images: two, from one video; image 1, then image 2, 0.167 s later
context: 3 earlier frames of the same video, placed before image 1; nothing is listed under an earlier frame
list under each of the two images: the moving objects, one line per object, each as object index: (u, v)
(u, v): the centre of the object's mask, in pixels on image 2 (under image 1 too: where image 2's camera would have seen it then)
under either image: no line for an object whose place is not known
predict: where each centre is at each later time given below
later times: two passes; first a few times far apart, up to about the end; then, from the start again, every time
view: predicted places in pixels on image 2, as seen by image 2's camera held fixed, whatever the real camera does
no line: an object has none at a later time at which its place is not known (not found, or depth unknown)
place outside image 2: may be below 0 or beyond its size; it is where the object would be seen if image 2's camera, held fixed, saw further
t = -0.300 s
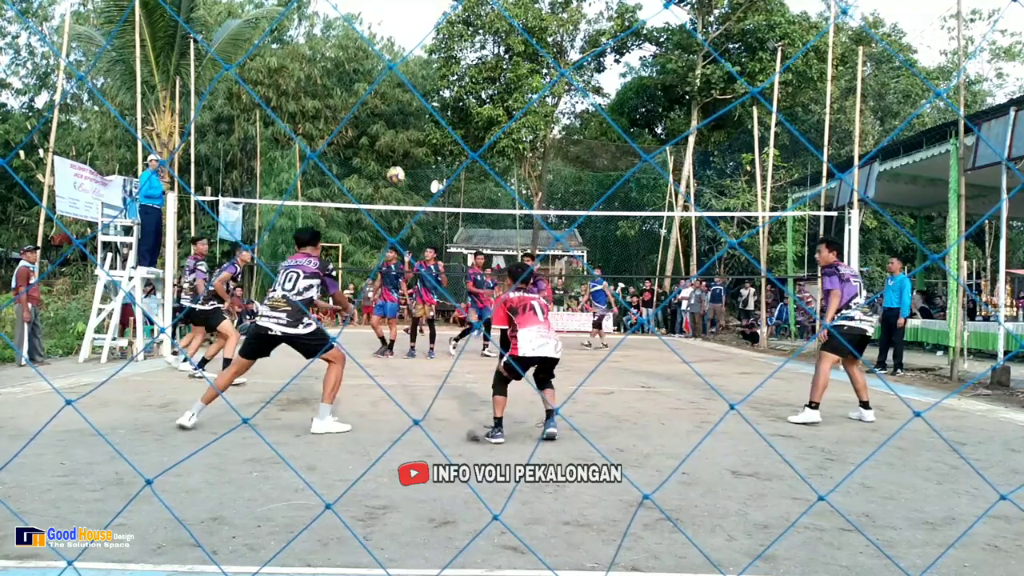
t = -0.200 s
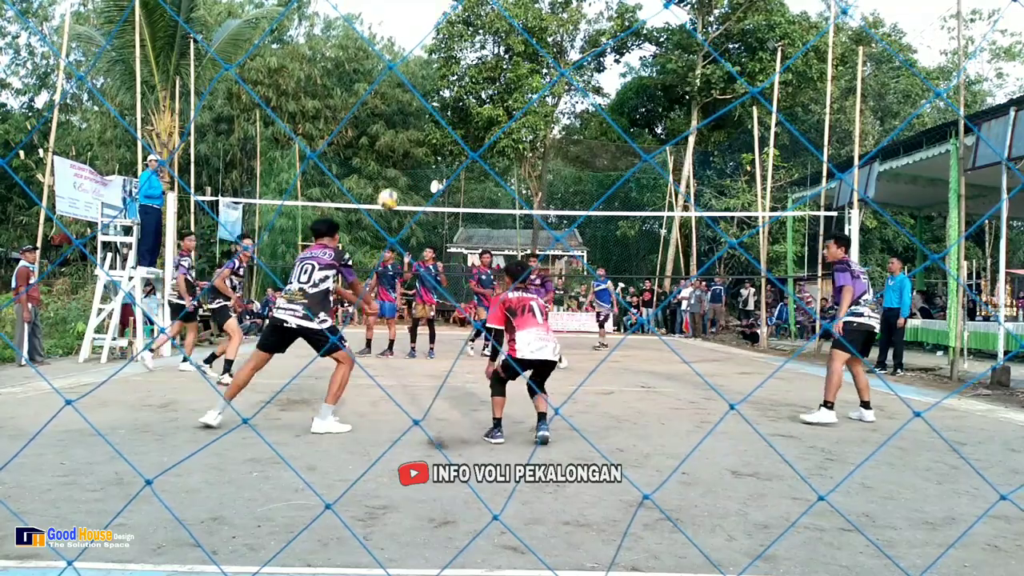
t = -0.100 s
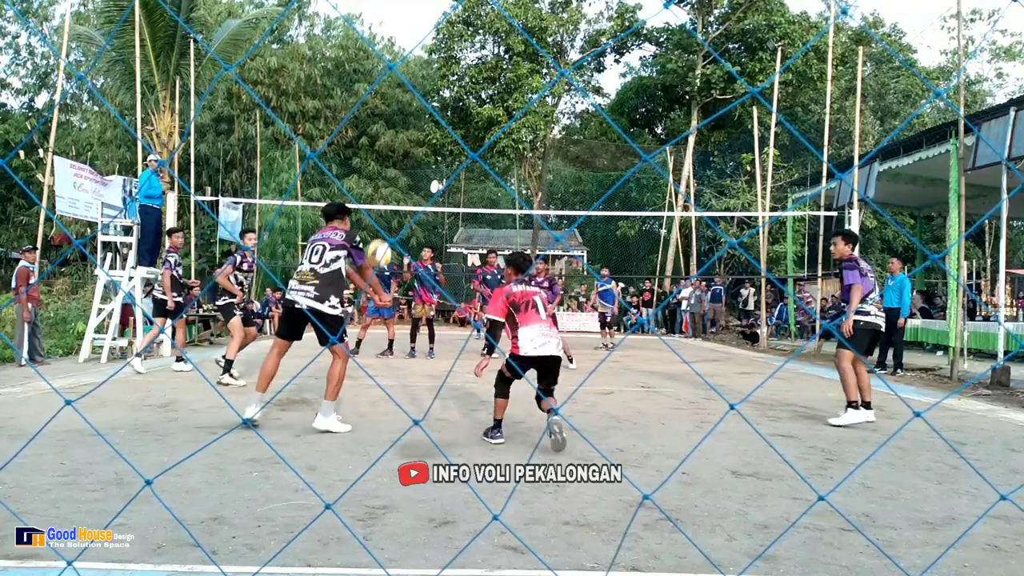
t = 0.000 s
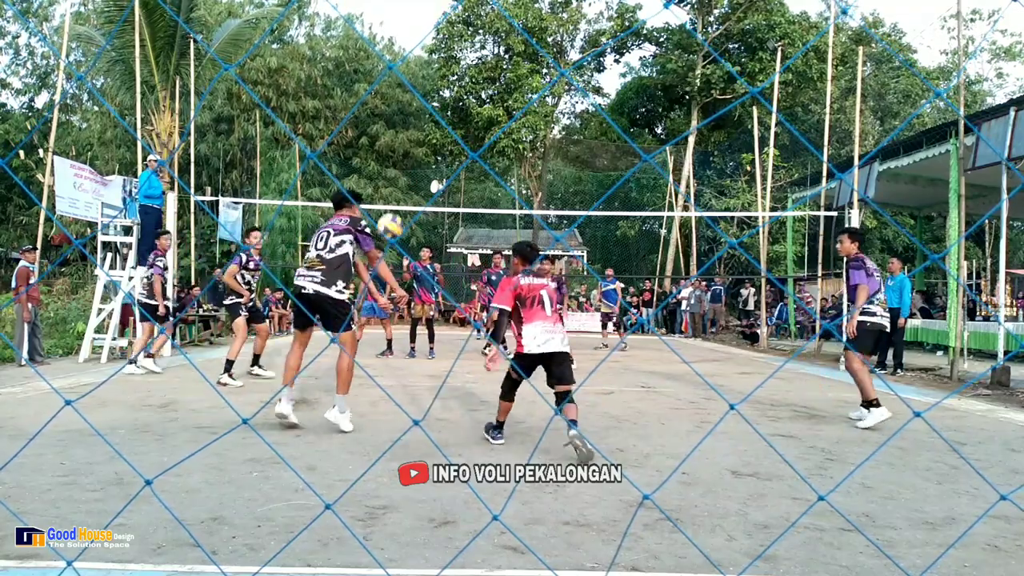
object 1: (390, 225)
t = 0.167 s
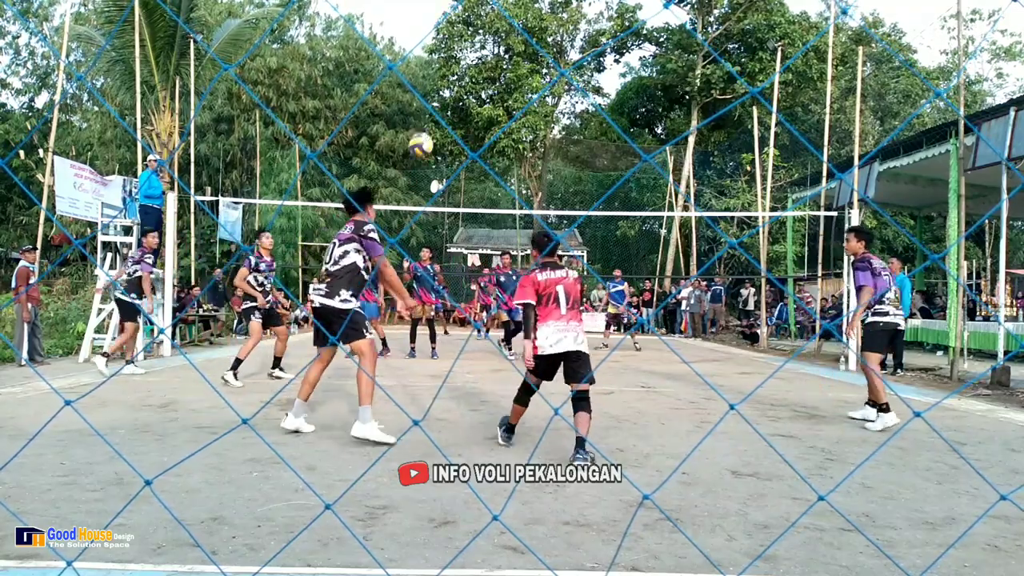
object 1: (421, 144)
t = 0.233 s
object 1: (431, 123)
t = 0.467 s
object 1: (459, 93)
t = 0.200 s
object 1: (427, 132)
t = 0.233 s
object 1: (431, 123)
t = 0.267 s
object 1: (436, 115)
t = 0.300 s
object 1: (441, 108)
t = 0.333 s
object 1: (444, 104)
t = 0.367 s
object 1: (449, 97)
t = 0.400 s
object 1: (453, 95)
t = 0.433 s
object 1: (456, 94)
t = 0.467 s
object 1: (459, 93)
